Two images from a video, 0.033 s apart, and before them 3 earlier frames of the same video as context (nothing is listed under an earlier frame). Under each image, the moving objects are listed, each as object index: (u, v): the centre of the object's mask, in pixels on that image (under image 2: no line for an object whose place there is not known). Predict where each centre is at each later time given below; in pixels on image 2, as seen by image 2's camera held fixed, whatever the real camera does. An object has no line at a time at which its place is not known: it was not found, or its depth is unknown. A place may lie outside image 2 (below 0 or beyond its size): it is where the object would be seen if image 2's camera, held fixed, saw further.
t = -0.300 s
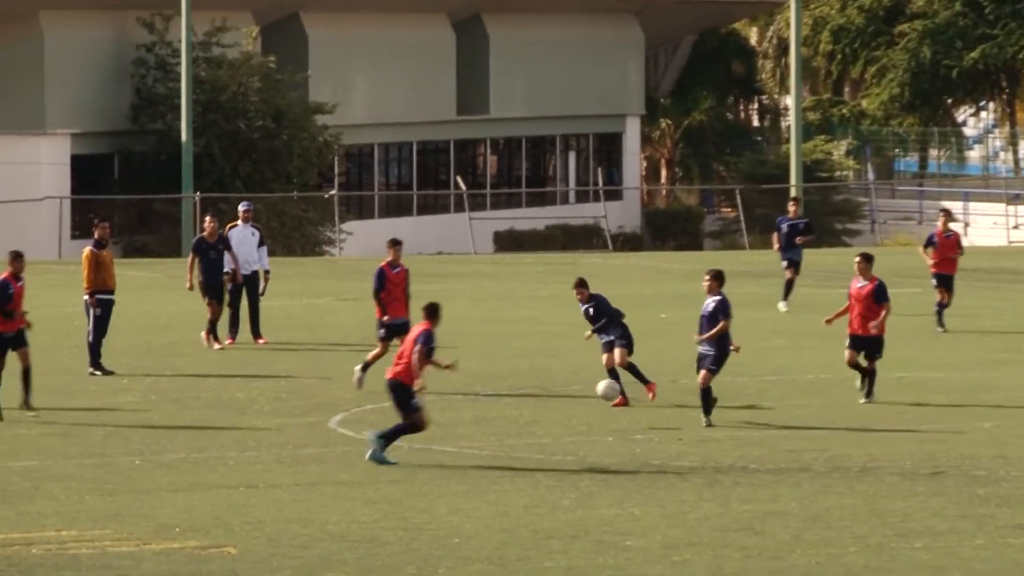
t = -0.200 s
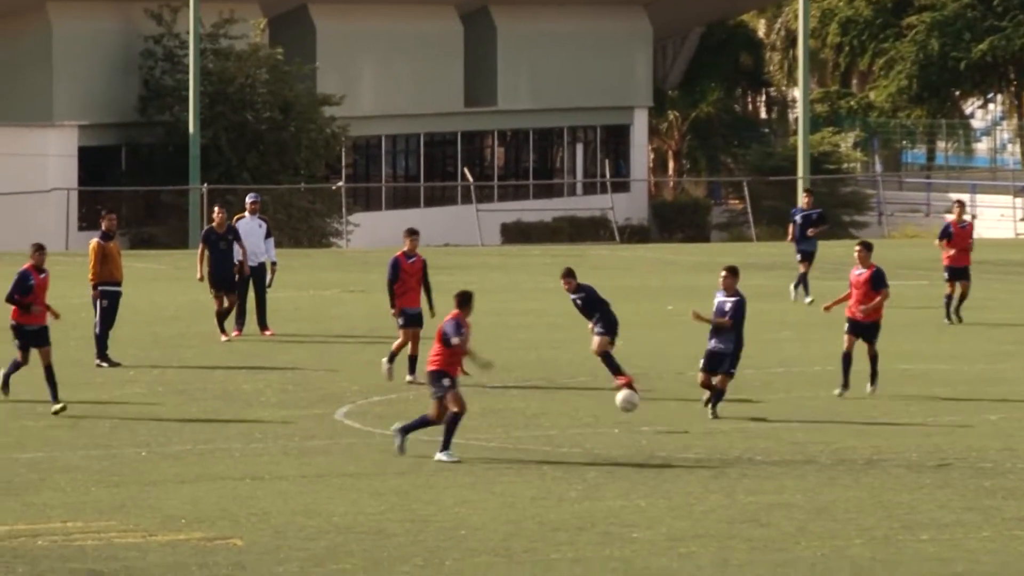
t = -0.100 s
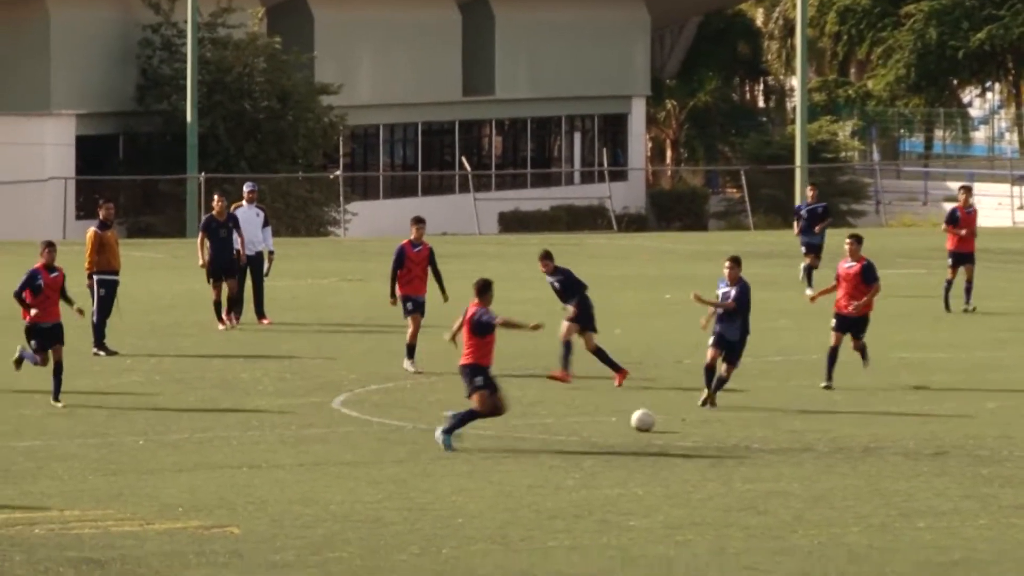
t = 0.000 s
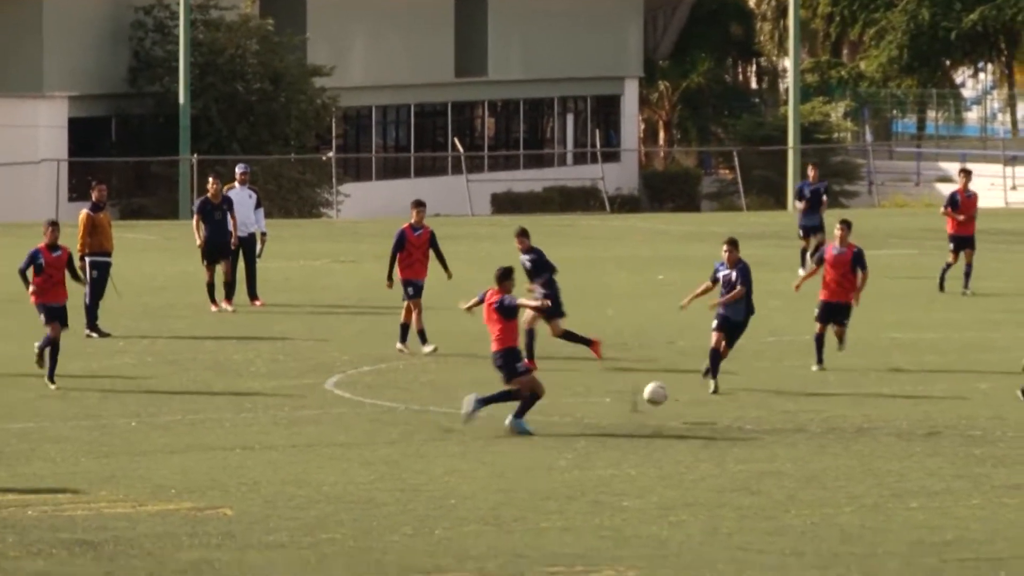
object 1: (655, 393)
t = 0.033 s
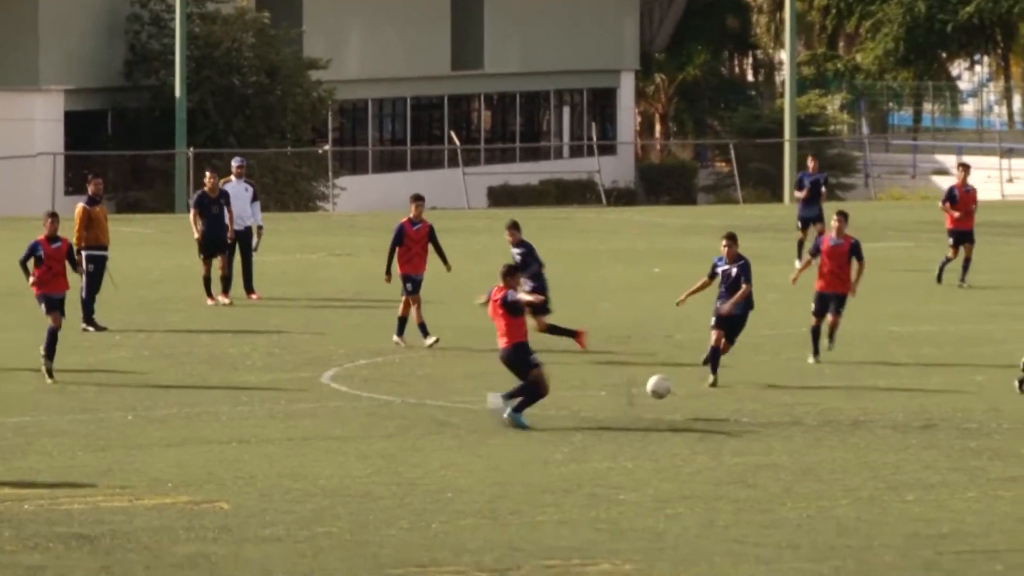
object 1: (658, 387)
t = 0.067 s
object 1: (666, 389)
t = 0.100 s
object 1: (673, 392)
